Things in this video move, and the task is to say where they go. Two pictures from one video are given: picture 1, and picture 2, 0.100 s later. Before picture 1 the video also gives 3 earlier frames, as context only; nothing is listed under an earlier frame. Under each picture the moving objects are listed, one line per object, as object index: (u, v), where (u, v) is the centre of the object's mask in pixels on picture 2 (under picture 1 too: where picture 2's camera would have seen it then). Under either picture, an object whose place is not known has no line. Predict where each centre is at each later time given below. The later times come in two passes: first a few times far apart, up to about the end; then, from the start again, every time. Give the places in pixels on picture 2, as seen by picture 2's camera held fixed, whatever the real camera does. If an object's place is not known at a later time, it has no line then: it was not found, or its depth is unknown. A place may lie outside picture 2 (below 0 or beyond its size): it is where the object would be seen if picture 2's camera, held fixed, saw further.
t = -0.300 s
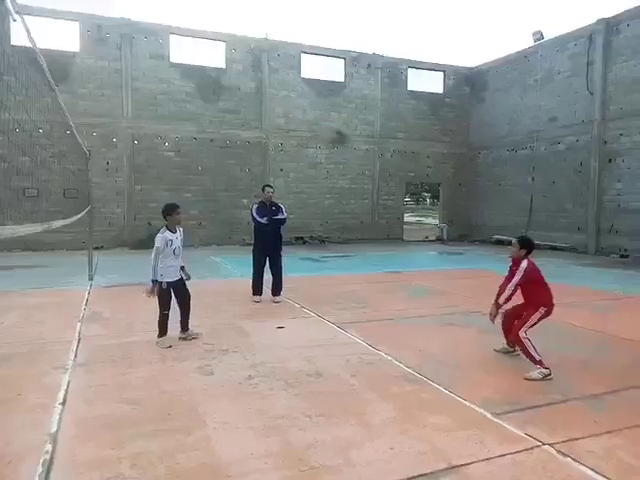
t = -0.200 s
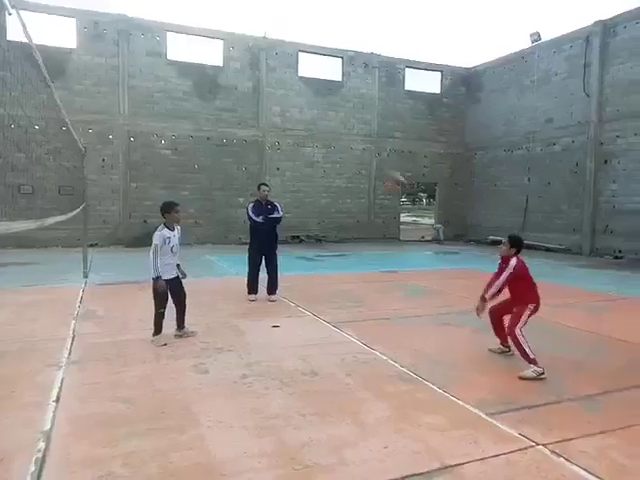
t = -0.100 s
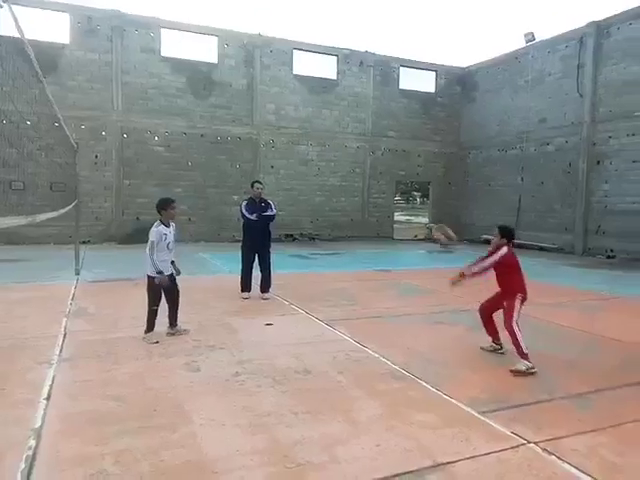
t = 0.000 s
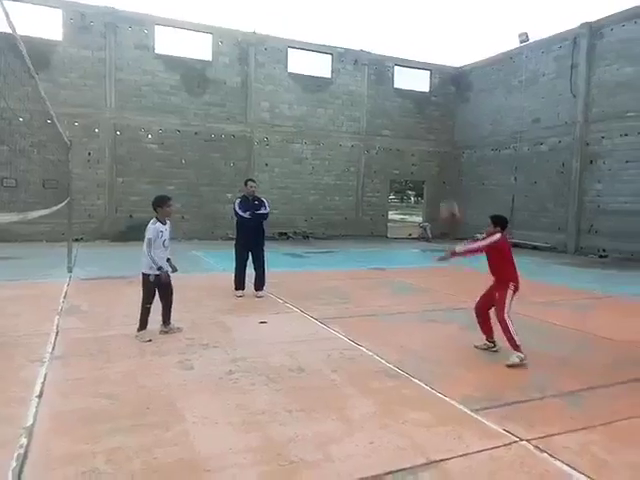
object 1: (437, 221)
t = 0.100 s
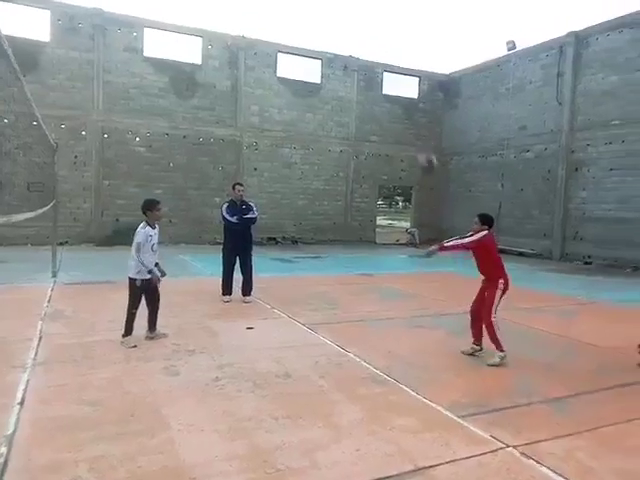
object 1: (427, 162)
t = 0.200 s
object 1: (417, 114)
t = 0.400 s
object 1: (391, 48)
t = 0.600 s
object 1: (365, 17)
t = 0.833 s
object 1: (330, 34)
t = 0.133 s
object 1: (424, 146)
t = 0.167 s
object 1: (420, 134)
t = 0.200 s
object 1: (417, 114)
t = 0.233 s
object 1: (411, 103)
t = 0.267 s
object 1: (407, 89)
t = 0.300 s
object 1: (404, 78)
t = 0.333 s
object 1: (401, 66)
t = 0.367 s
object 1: (396, 56)
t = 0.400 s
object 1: (391, 48)
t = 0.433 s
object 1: (387, 40)
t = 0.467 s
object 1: (381, 33)
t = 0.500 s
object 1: (378, 27)
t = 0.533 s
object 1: (374, 23)
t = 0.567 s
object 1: (370, 19)
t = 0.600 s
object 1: (365, 17)
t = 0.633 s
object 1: (360, 16)
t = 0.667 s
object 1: (356, 15)
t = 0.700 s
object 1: (350, 17)
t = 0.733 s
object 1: (346, 19)
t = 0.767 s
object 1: (340, 23)
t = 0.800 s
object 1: (335, 27)
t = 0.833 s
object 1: (330, 34)
